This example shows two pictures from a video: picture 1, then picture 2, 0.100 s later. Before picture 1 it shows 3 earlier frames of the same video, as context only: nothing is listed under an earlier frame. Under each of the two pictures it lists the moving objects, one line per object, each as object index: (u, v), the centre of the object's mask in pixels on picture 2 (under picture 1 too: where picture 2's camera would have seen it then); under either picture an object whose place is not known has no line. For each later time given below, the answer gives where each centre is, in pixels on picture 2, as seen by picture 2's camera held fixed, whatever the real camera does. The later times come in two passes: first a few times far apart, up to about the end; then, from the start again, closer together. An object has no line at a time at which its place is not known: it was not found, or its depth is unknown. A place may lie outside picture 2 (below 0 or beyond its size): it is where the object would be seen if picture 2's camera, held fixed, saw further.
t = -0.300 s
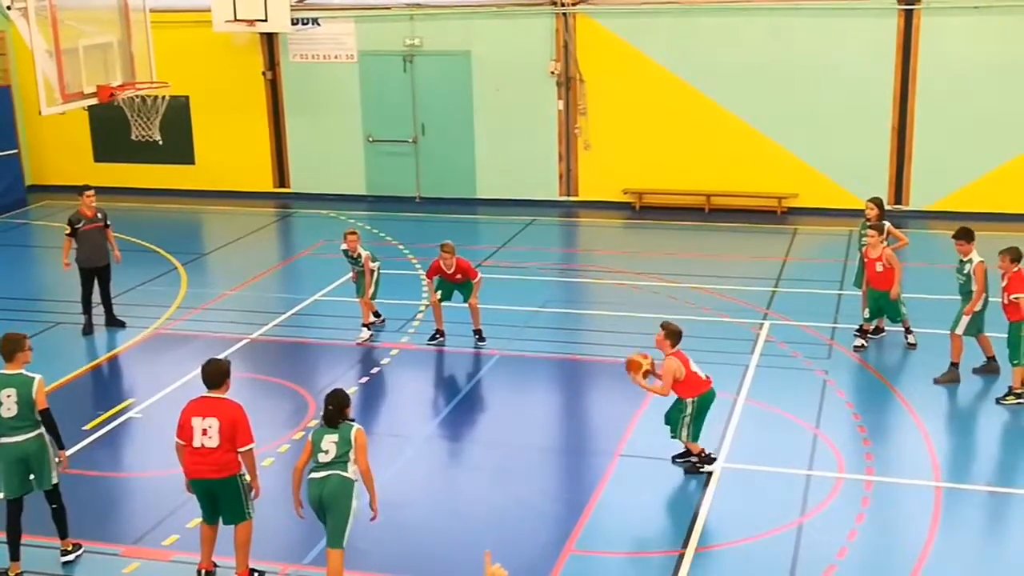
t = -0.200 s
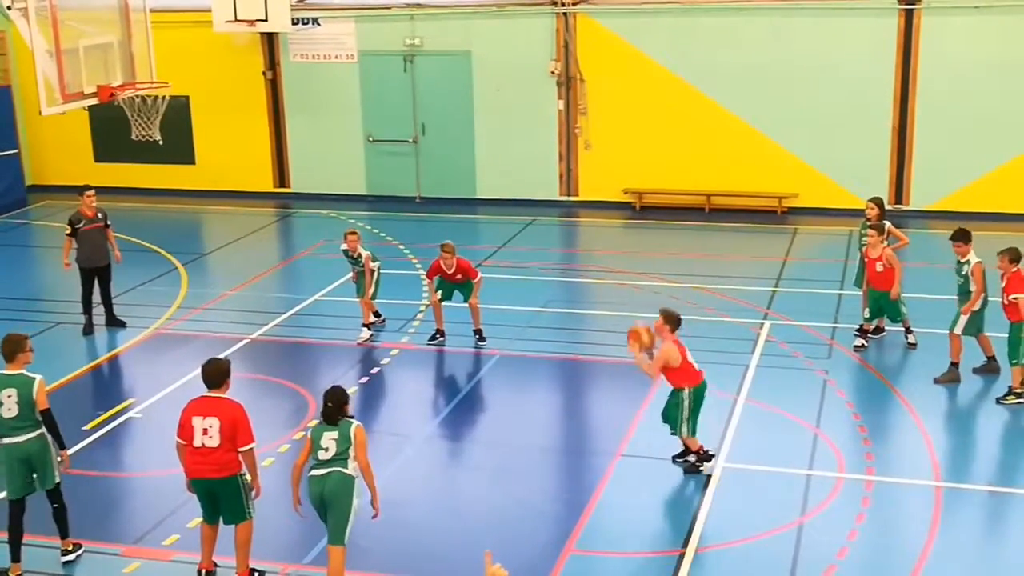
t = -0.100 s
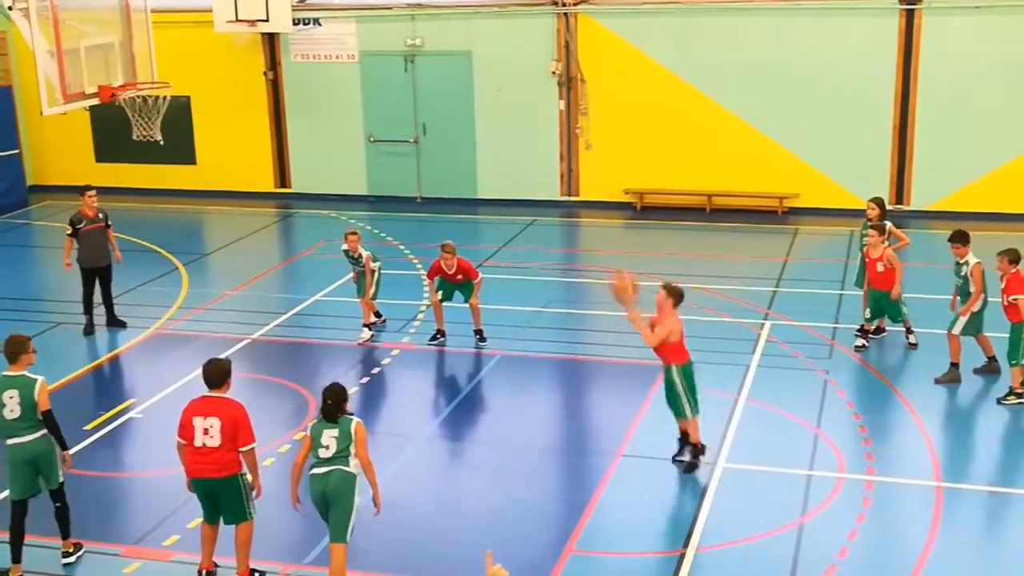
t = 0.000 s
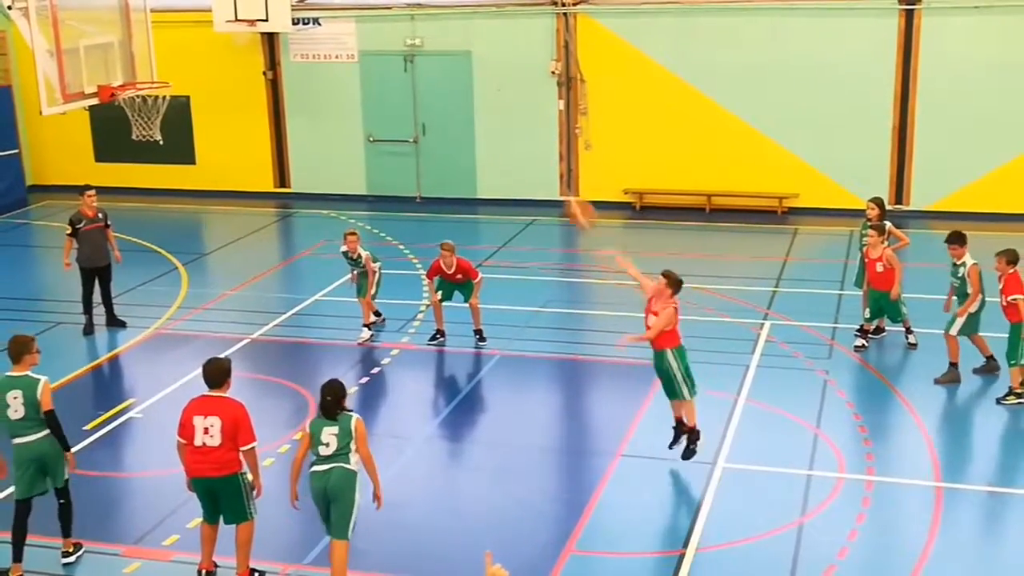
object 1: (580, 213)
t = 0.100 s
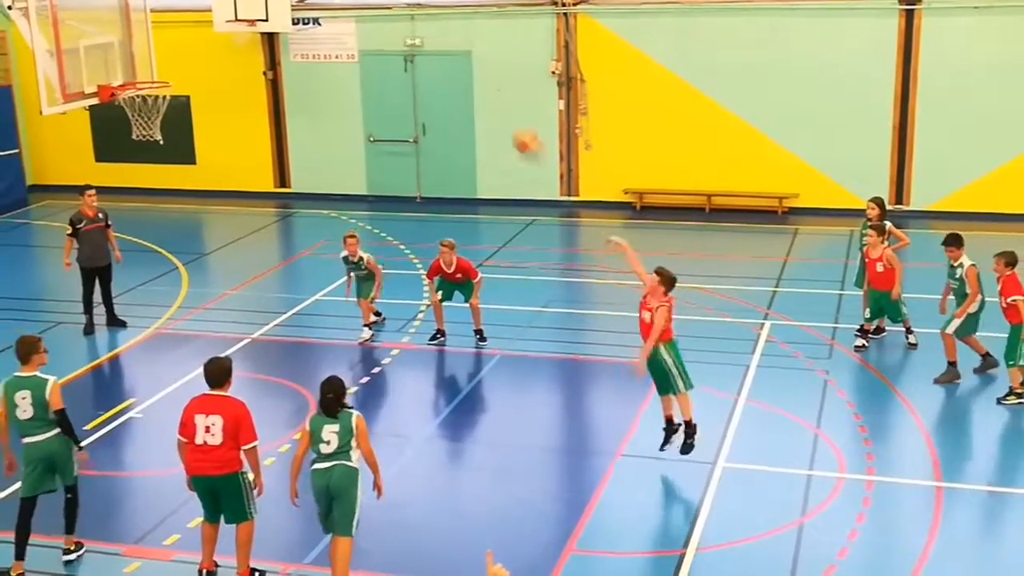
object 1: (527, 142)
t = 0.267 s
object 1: (449, 53)
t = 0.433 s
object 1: (360, 3)
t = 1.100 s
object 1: (143, 84)
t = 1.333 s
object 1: (179, 99)
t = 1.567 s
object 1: (168, 113)
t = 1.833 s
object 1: (130, 154)
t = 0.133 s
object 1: (511, 122)
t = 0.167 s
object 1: (494, 103)
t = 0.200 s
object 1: (476, 84)
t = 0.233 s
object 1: (459, 66)
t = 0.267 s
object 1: (449, 53)
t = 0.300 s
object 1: (430, 38)
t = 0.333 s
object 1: (410, 26)
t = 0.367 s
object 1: (392, 14)
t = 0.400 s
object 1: (378, 8)
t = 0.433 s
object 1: (360, 3)
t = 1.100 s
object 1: (143, 84)
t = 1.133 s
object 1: (156, 101)
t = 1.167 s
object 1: (169, 110)
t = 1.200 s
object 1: (172, 109)
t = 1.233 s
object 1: (177, 109)
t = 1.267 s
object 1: (177, 104)
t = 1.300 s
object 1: (179, 102)
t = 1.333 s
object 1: (179, 99)
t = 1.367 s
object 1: (178, 95)
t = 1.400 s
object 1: (178, 102)
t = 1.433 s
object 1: (179, 103)
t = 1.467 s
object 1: (178, 105)
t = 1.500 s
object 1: (176, 109)
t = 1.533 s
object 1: (170, 113)
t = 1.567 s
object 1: (168, 113)
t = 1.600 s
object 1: (160, 116)
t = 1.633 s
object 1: (156, 120)
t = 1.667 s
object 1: (151, 122)
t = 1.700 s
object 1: (148, 126)
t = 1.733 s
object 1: (143, 130)
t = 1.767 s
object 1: (137, 139)
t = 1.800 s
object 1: (132, 148)
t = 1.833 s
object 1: (130, 154)
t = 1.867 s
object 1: (126, 164)
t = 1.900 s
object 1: (123, 175)
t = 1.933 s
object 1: (120, 189)
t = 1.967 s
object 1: (118, 201)
